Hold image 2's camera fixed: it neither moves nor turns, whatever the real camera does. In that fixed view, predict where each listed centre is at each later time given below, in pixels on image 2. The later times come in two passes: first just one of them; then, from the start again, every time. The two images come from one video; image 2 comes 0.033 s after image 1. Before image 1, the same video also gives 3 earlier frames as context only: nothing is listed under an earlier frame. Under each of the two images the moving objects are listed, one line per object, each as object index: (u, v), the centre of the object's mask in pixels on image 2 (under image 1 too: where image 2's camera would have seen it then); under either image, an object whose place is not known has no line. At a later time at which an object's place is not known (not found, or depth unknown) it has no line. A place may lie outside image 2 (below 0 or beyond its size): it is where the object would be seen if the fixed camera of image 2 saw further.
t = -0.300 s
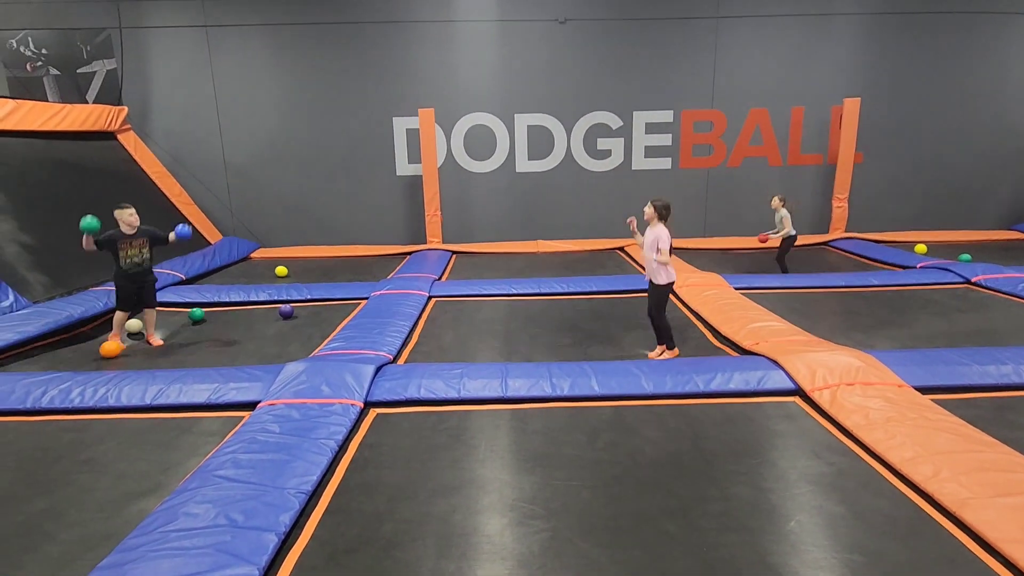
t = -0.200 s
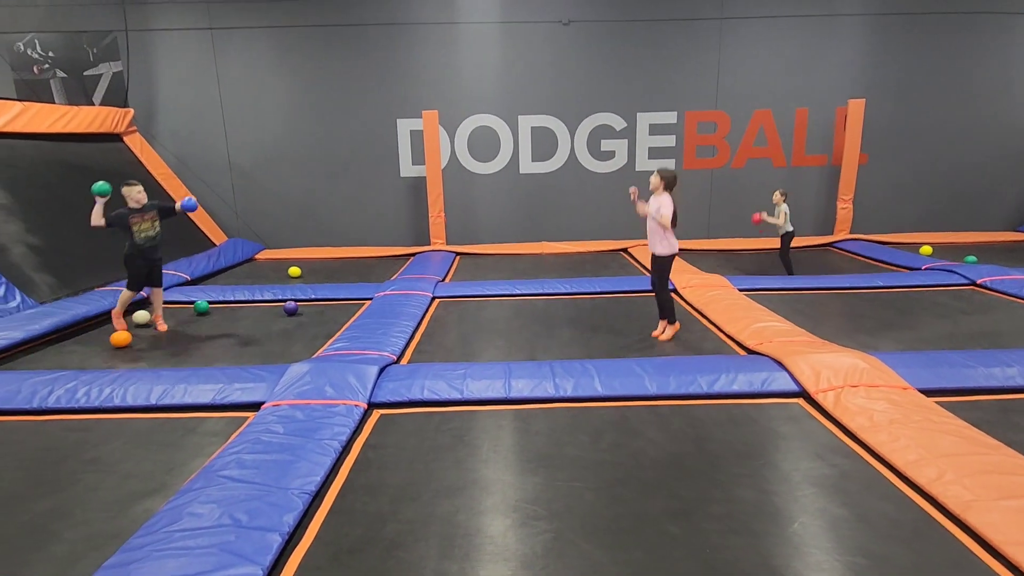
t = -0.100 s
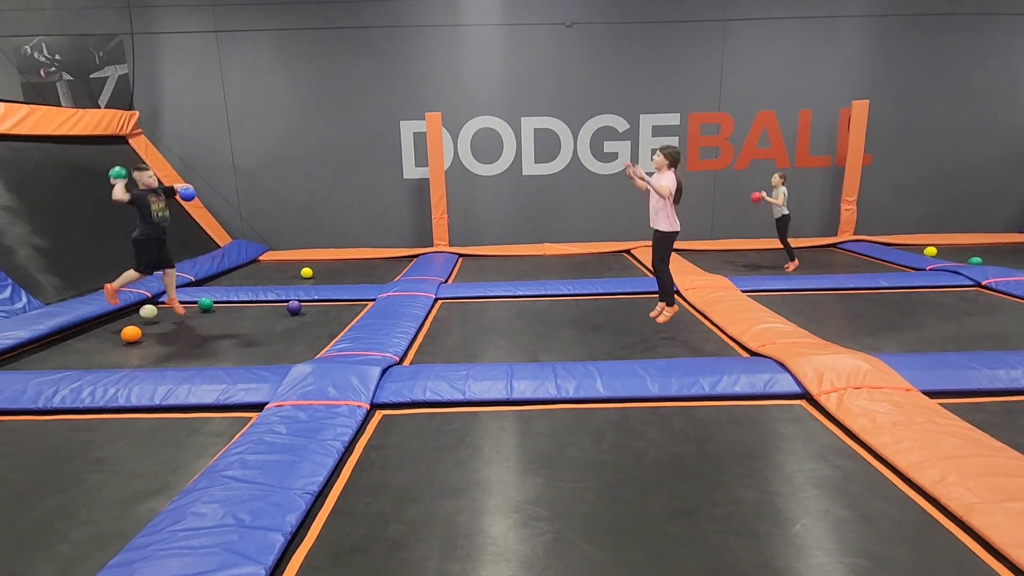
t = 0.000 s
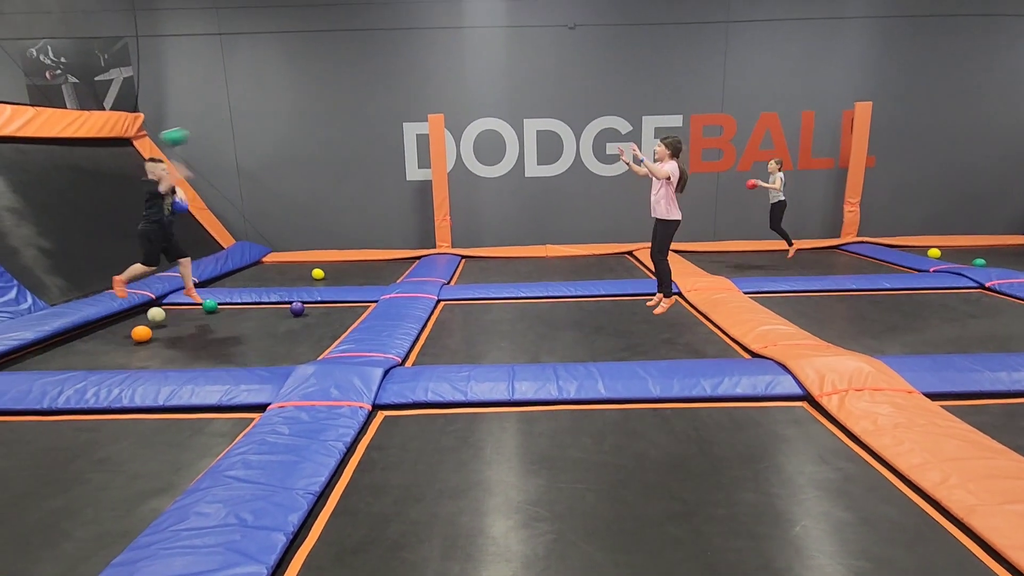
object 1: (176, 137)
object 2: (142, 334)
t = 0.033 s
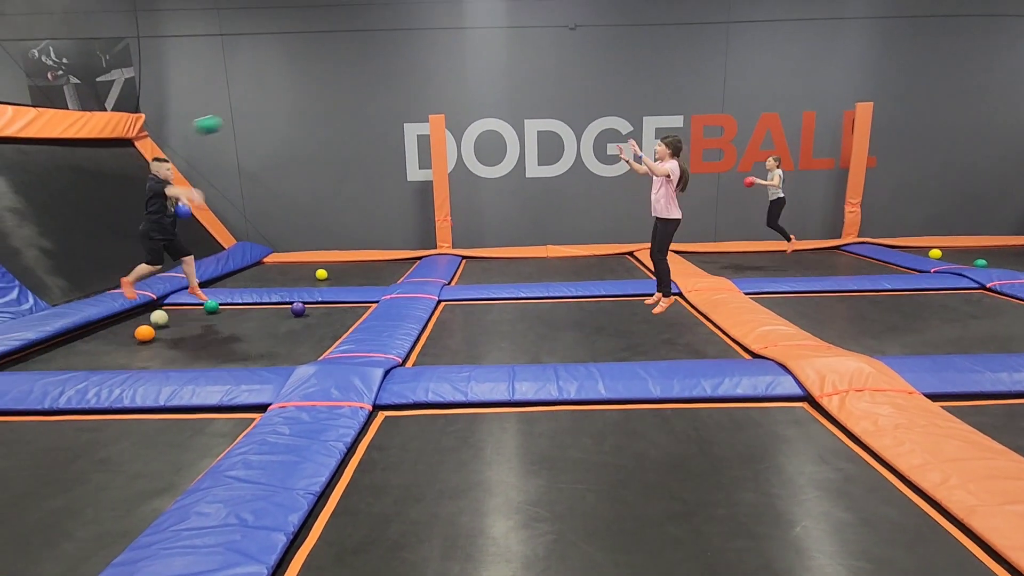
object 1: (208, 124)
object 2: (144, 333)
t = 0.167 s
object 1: (346, 80)
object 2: (152, 331)
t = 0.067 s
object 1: (240, 112)
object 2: (146, 332)
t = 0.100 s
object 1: (275, 101)
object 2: (148, 332)
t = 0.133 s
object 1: (310, 90)
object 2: (150, 331)
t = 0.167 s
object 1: (346, 80)
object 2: (152, 331)
